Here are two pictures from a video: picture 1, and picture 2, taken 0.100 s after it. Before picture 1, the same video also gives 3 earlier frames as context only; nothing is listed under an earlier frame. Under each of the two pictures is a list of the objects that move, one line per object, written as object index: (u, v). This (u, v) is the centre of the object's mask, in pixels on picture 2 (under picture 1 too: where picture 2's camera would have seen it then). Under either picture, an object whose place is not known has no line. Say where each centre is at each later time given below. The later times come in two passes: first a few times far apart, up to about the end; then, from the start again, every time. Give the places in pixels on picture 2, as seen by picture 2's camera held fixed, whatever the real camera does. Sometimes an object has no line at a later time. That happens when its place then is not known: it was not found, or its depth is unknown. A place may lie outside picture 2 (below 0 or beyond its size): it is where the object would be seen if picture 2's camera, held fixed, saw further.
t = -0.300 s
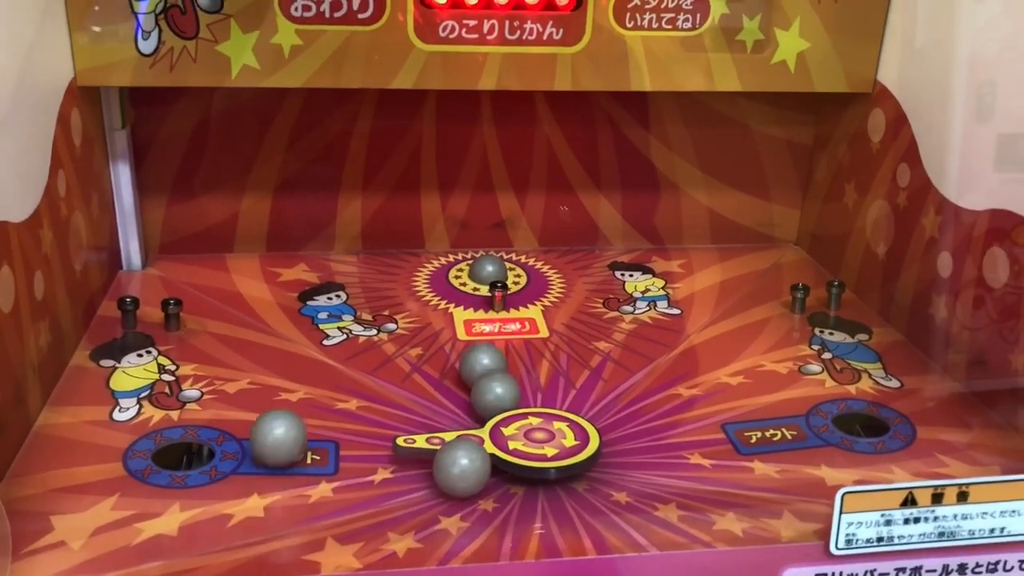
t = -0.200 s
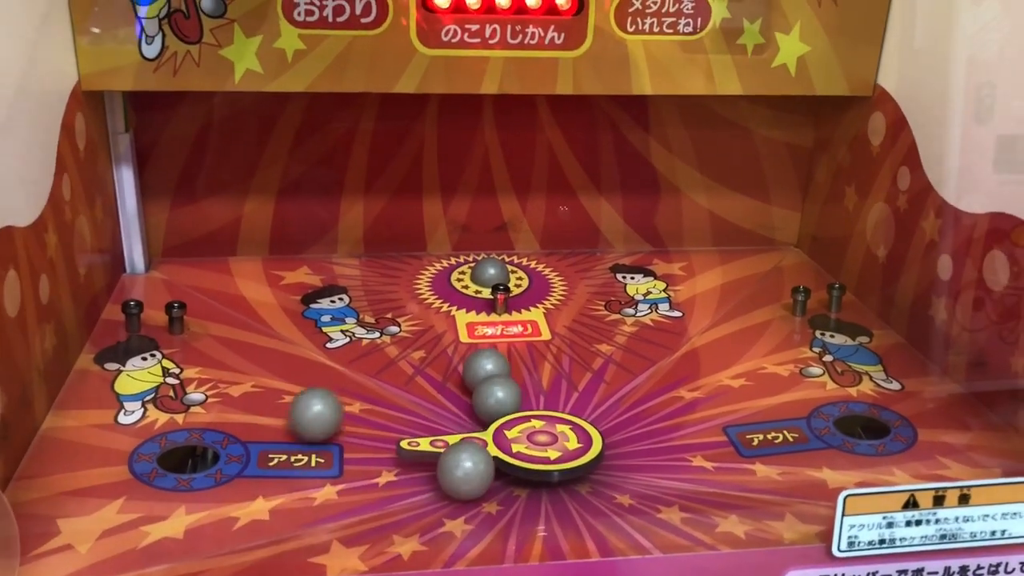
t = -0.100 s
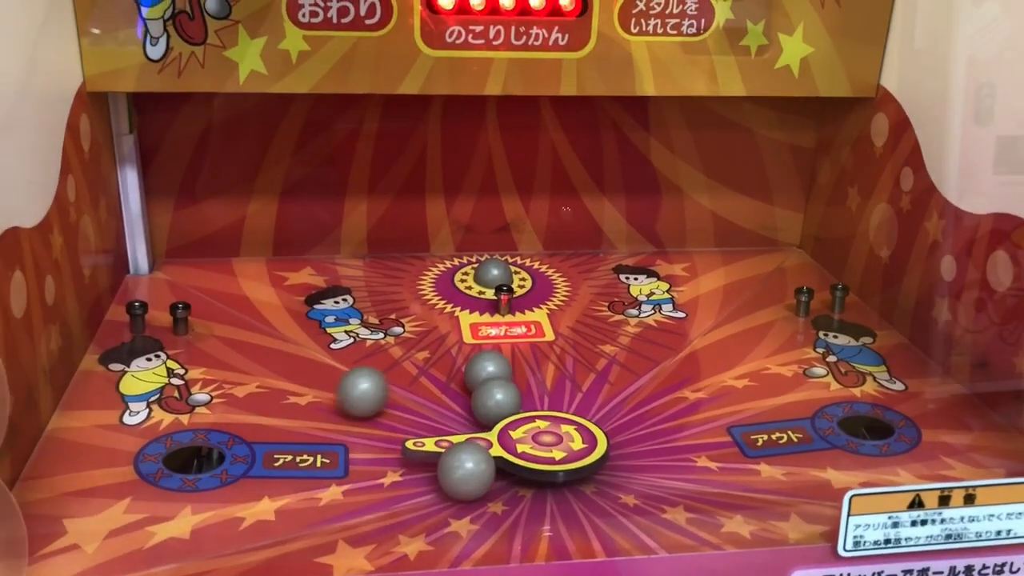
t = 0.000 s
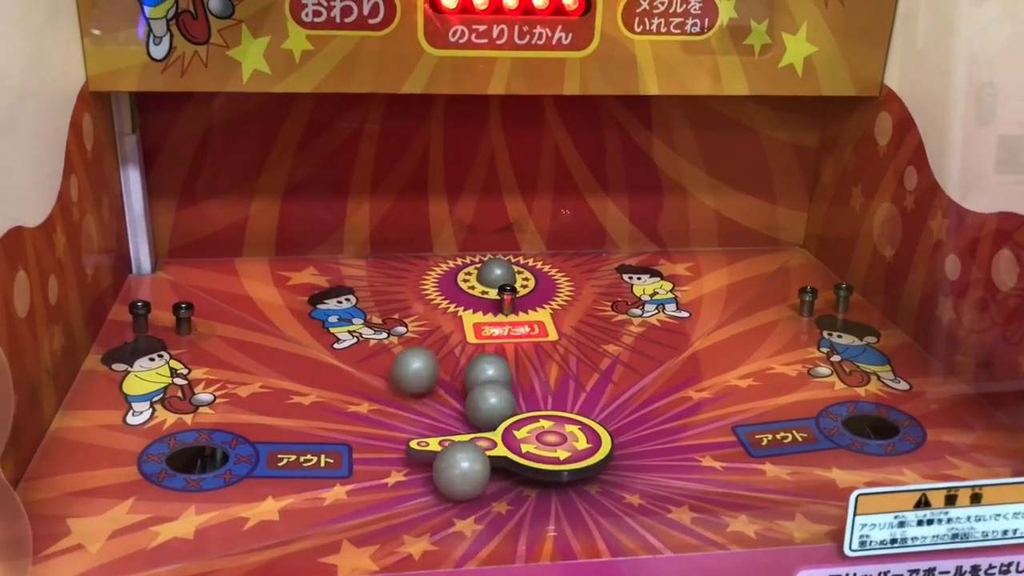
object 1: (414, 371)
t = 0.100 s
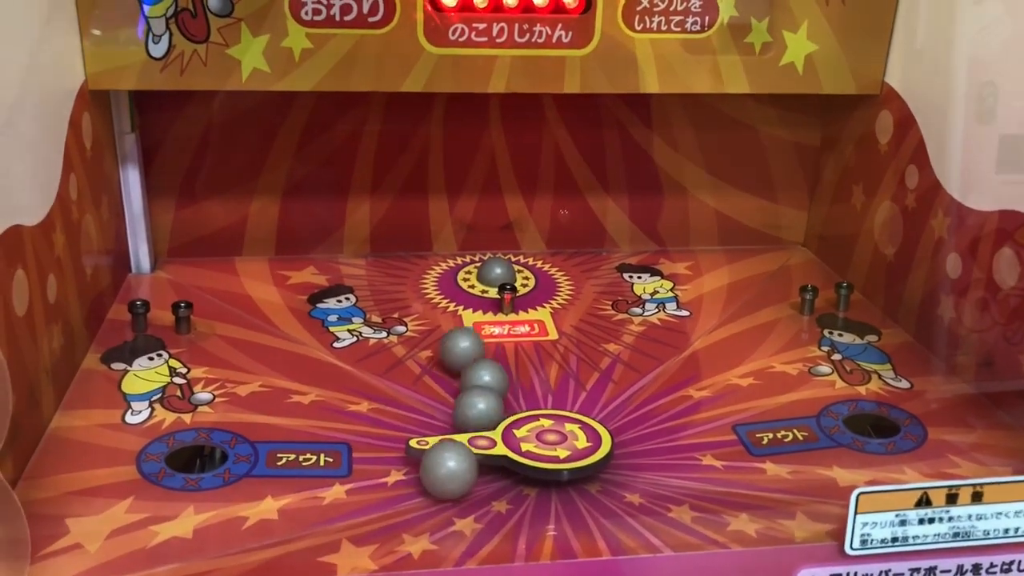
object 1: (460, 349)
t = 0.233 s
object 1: (521, 336)
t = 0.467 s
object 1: (623, 337)
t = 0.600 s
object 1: (684, 348)
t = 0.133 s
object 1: (477, 344)
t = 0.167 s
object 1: (491, 342)
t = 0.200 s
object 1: (506, 338)
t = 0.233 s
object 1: (521, 336)
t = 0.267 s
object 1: (535, 334)
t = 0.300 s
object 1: (549, 333)
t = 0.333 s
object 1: (564, 333)
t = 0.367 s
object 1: (578, 333)
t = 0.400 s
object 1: (592, 333)
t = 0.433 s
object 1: (608, 335)
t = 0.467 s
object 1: (623, 337)
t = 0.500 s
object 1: (638, 340)
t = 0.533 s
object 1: (654, 344)
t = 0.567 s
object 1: (670, 346)
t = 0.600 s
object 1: (684, 348)
